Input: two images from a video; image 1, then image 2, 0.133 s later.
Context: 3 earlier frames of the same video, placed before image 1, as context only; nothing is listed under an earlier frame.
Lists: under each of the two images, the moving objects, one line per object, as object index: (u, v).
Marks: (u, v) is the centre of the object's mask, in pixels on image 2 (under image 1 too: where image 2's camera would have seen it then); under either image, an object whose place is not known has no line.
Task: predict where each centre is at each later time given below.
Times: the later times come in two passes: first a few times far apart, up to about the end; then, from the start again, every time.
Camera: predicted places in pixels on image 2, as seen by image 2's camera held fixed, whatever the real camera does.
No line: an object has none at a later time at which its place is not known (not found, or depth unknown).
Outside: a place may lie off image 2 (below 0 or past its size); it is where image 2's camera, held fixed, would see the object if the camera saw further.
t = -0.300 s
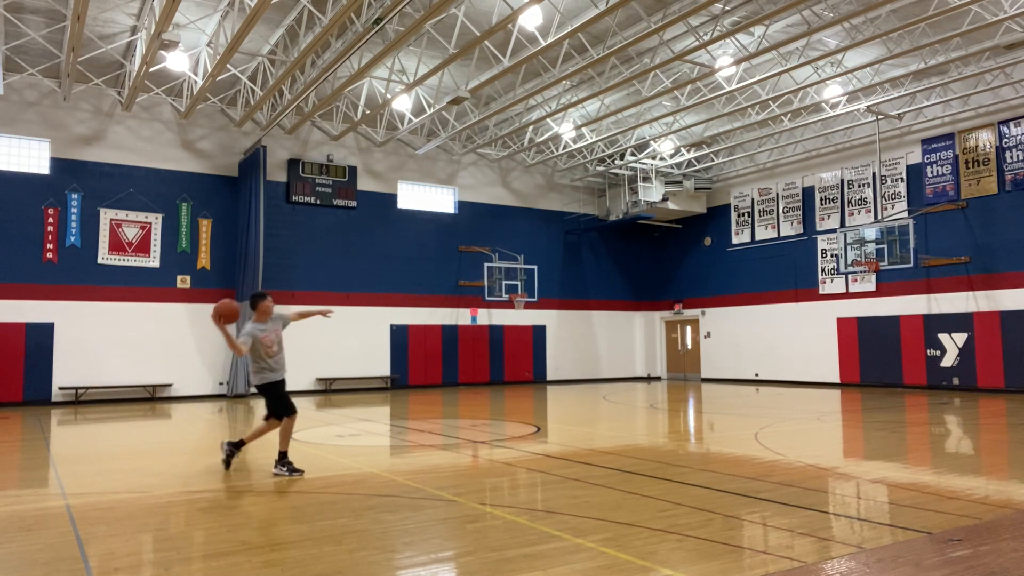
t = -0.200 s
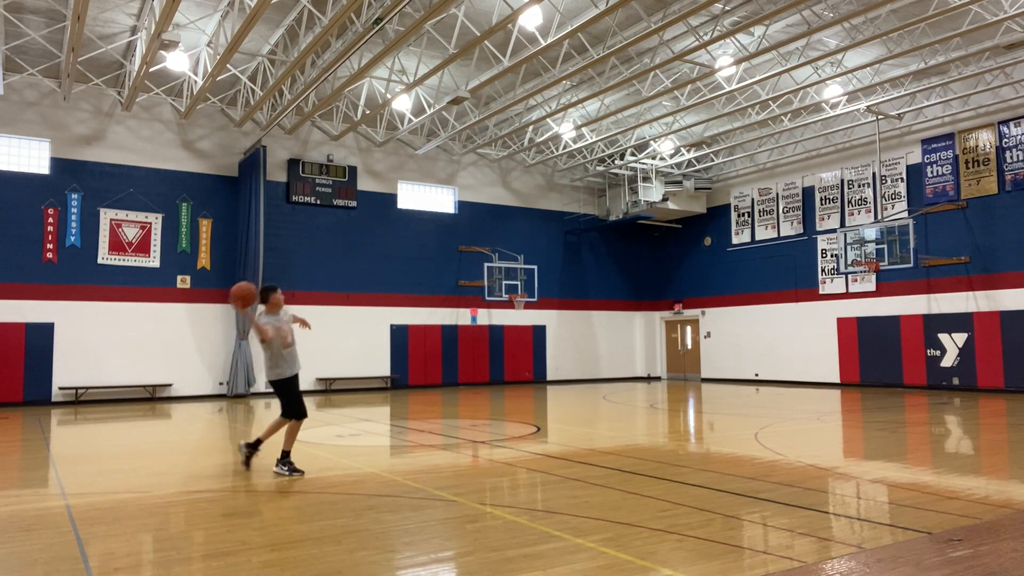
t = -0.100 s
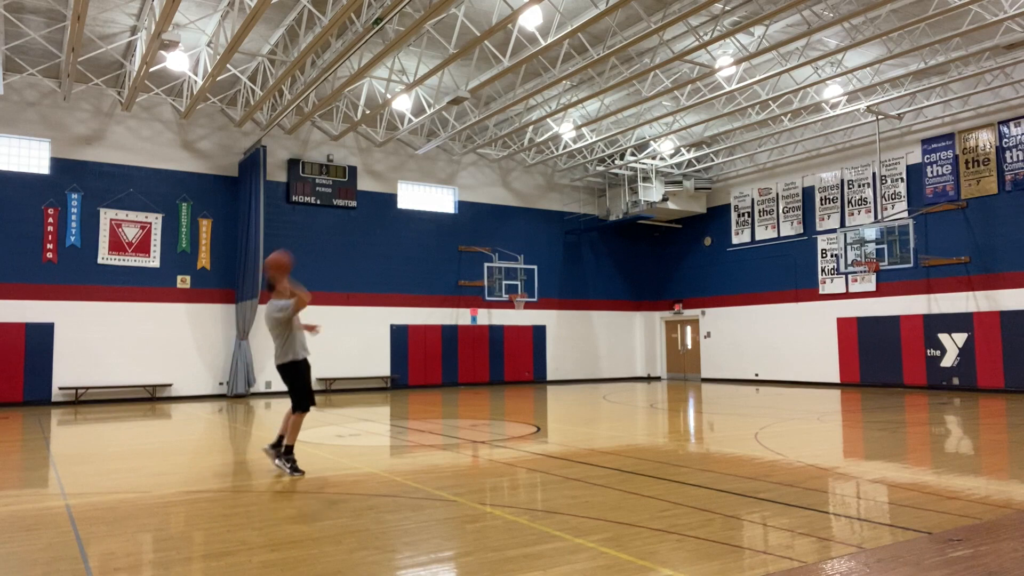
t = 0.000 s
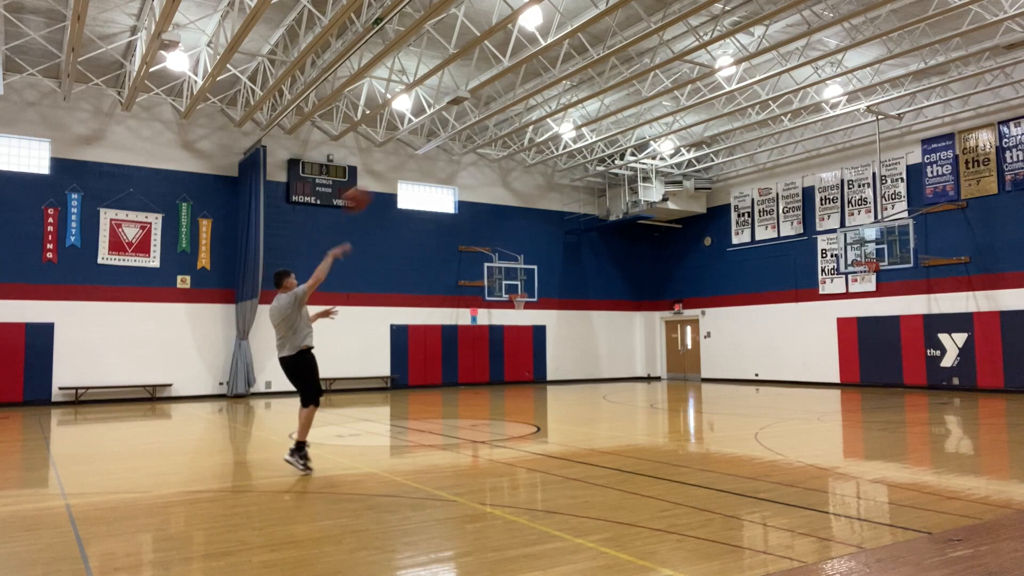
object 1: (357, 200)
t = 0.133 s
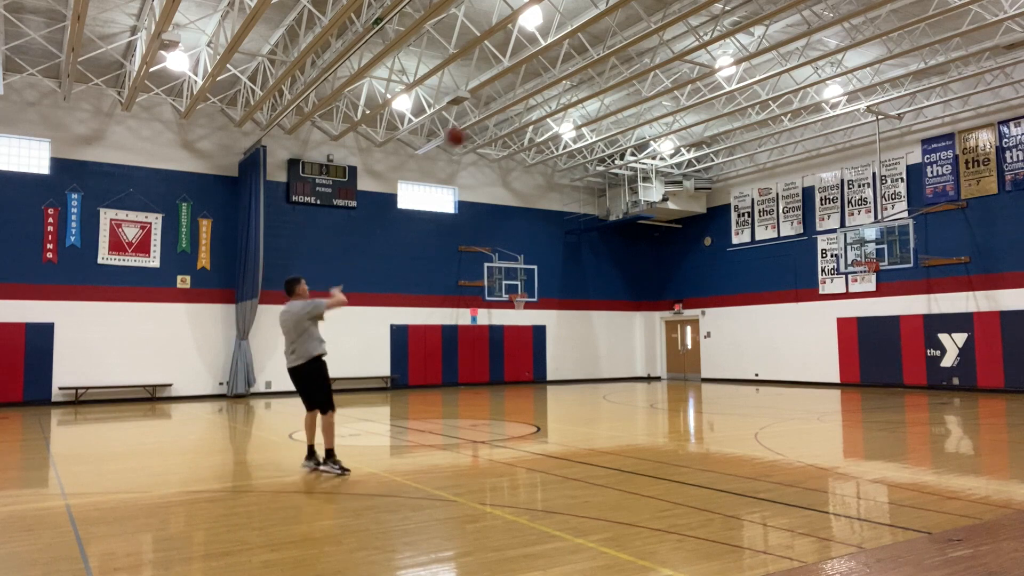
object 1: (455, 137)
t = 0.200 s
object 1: (496, 115)
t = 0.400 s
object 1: (593, 81)
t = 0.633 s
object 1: (679, 78)
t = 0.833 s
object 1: (736, 99)
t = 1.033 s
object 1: (783, 135)
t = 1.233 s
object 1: (823, 181)
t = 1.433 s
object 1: (858, 236)
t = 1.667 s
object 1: (859, 275)
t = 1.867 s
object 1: (868, 302)
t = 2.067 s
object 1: (878, 345)
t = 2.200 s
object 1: (885, 383)
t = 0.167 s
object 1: (476, 125)
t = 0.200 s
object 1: (496, 115)
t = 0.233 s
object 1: (514, 106)
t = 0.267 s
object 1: (531, 99)
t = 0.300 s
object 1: (548, 93)
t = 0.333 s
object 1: (564, 87)
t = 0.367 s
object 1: (579, 83)
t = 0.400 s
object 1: (593, 81)
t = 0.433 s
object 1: (607, 78)
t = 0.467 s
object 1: (620, 77)
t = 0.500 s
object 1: (633, 75)
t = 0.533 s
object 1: (645, 75)
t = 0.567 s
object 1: (657, 76)
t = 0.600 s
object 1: (668, 77)
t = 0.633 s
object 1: (679, 78)
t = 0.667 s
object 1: (689, 80)
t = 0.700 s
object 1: (698, 83)
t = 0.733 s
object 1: (709, 87)
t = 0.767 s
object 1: (718, 91)
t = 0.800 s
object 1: (727, 96)
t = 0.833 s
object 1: (736, 99)
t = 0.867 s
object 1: (744, 105)
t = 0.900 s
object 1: (753, 110)
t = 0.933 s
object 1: (761, 116)
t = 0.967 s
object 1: (769, 122)
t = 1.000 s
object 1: (776, 129)
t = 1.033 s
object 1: (783, 135)
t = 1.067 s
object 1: (791, 142)
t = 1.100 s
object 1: (797, 149)
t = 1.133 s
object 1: (804, 157)
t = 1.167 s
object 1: (811, 165)
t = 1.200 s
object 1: (817, 173)
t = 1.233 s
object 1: (823, 181)
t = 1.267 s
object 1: (829, 190)
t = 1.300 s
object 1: (836, 199)
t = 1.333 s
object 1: (840, 208)
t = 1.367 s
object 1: (847, 217)
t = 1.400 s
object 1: (852, 226)
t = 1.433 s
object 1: (858, 236)
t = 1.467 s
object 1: (863, 247)
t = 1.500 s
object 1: (868, 257)
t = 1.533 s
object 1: (871, 265)
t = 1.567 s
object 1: (858, 267)
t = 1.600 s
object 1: (858, 268)
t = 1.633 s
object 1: (858, 274)
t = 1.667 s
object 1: (859, 275)
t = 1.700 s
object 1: (860, 280)
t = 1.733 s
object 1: (862, 282)
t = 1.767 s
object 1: (864, 286)
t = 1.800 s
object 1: (865, 291)
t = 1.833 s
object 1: (867, 296)
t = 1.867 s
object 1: (868, 302)
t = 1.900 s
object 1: (870, 307)
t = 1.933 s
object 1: (871, 314)
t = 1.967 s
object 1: (873, 321)
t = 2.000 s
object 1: (875, 328)
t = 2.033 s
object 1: (876, 336)
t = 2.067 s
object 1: (878, 345)
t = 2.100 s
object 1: (880, 354)
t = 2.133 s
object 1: (881, 364)
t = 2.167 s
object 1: (883, 374)
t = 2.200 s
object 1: (885, 383)
